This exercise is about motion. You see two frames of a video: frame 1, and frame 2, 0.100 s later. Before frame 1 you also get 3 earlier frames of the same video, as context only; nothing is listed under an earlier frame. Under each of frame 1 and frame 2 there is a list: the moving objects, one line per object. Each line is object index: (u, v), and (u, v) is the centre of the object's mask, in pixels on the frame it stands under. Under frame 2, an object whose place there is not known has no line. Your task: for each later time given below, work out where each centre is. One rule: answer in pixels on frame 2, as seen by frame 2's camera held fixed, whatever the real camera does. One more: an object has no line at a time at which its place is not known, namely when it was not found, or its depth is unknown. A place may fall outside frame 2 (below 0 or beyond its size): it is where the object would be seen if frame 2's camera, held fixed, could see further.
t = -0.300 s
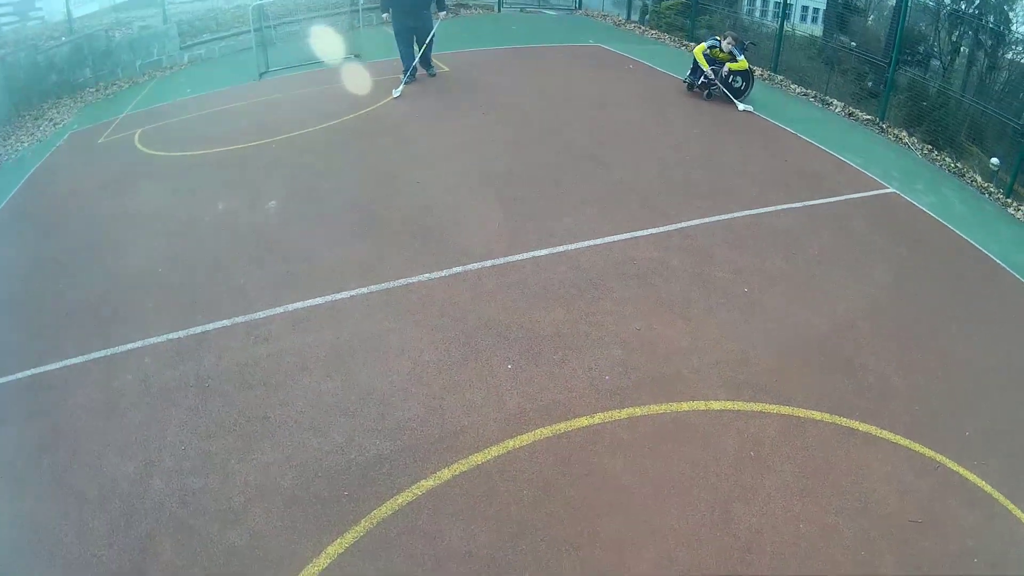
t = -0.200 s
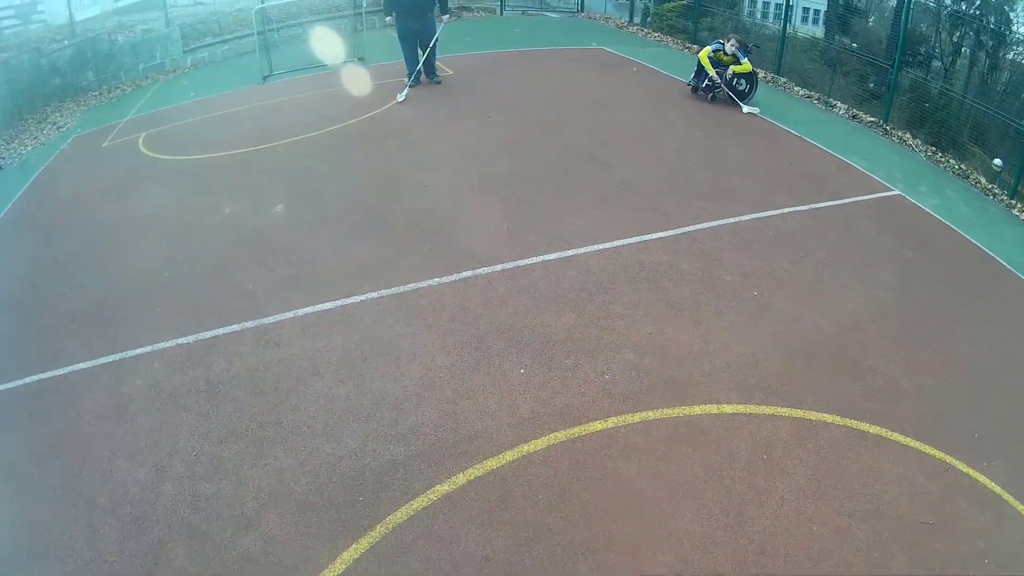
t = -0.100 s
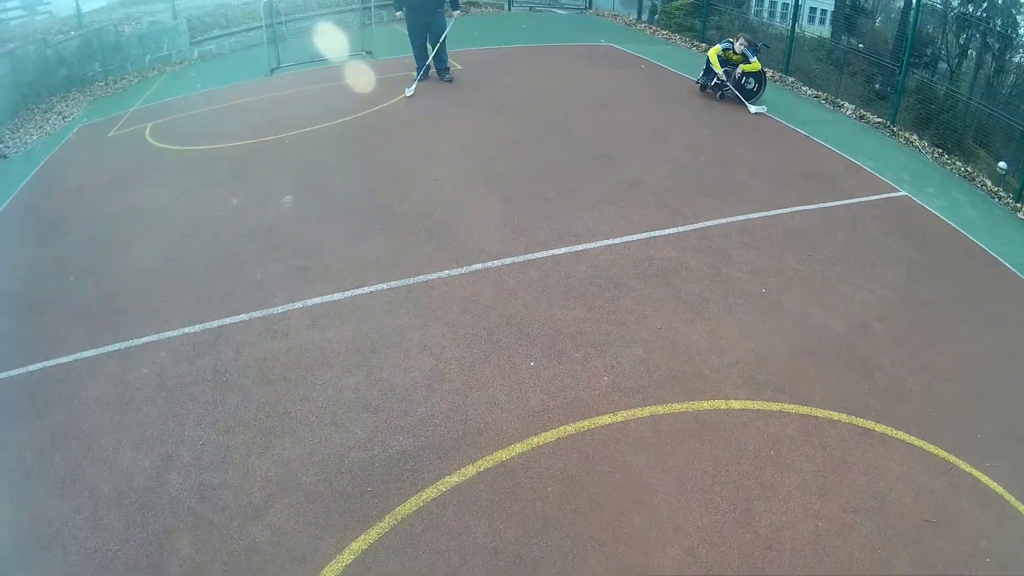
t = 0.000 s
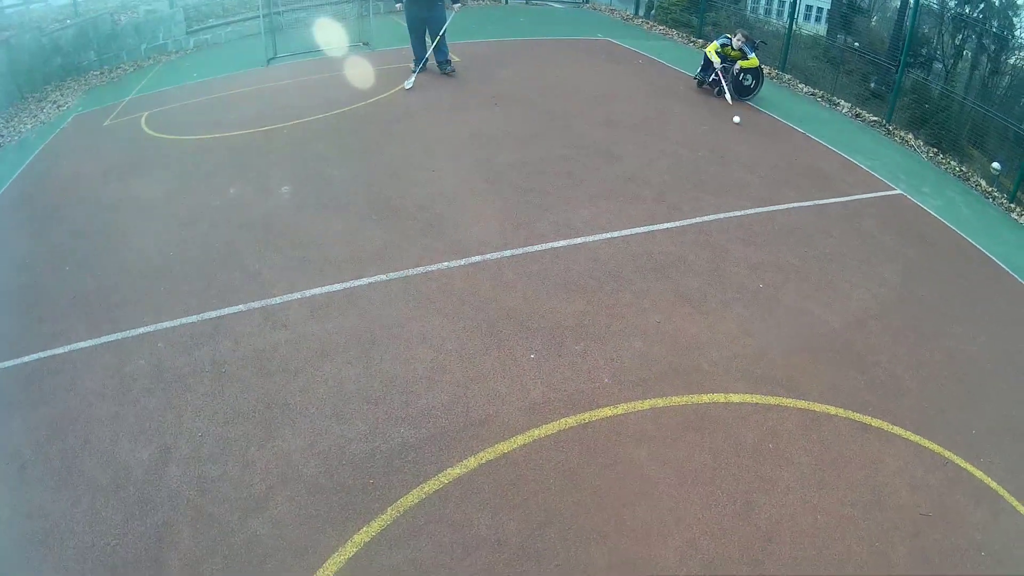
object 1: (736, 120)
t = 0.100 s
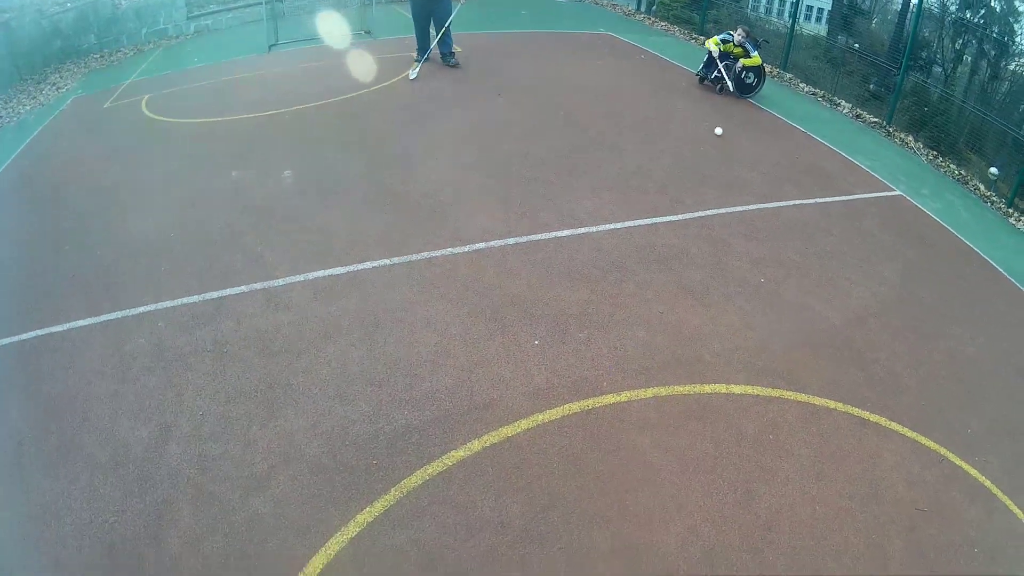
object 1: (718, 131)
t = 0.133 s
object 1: (712, 136)
